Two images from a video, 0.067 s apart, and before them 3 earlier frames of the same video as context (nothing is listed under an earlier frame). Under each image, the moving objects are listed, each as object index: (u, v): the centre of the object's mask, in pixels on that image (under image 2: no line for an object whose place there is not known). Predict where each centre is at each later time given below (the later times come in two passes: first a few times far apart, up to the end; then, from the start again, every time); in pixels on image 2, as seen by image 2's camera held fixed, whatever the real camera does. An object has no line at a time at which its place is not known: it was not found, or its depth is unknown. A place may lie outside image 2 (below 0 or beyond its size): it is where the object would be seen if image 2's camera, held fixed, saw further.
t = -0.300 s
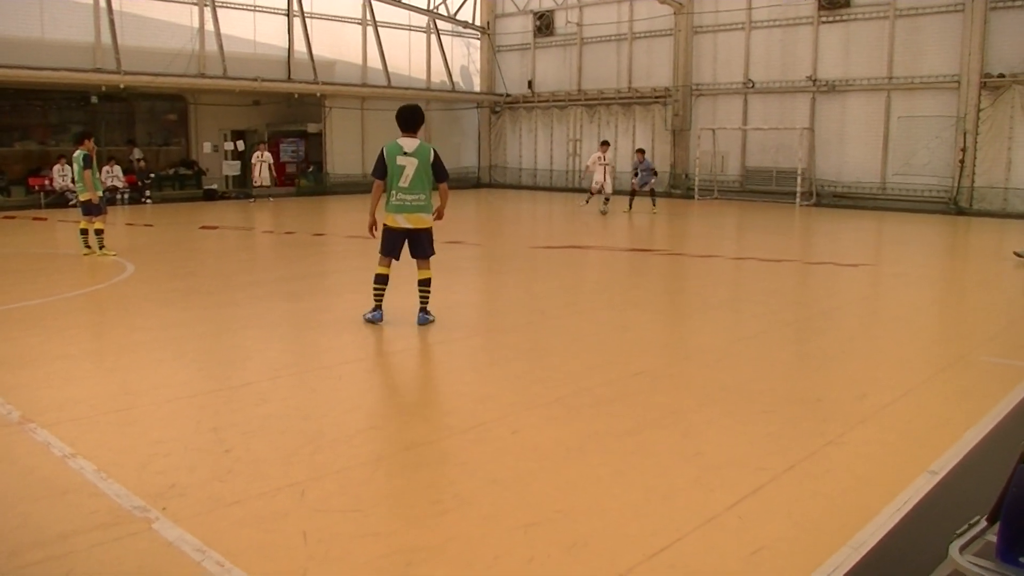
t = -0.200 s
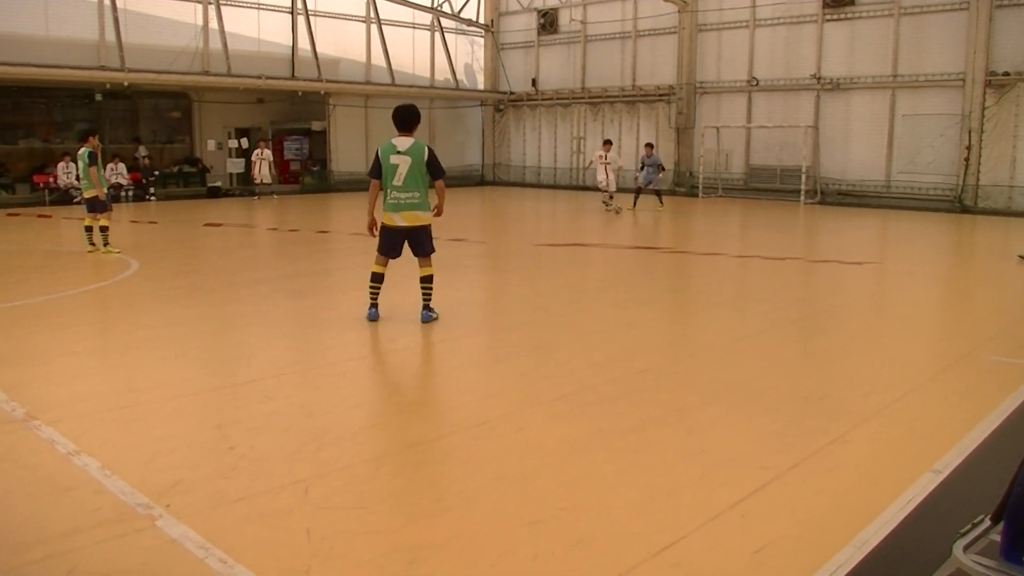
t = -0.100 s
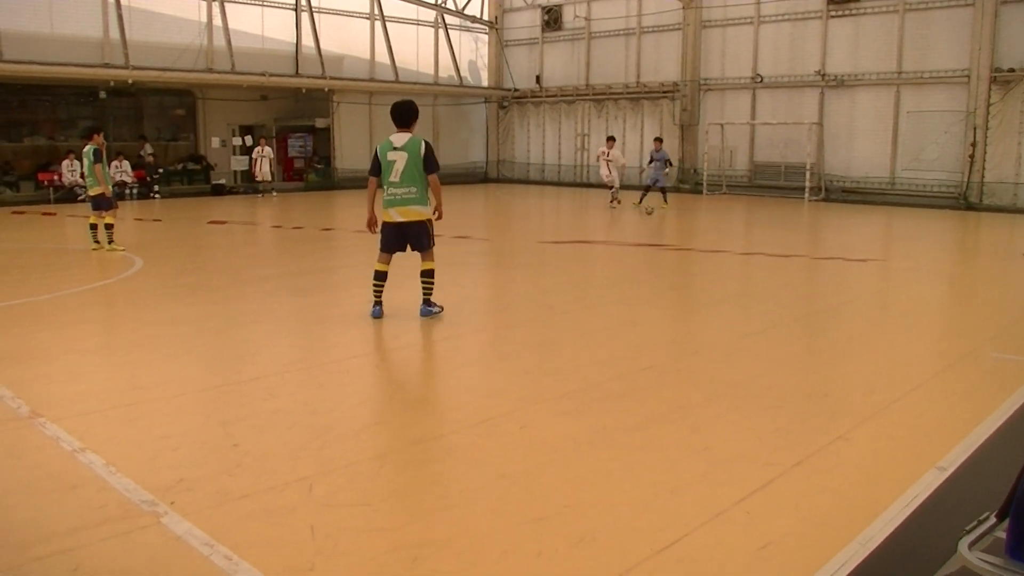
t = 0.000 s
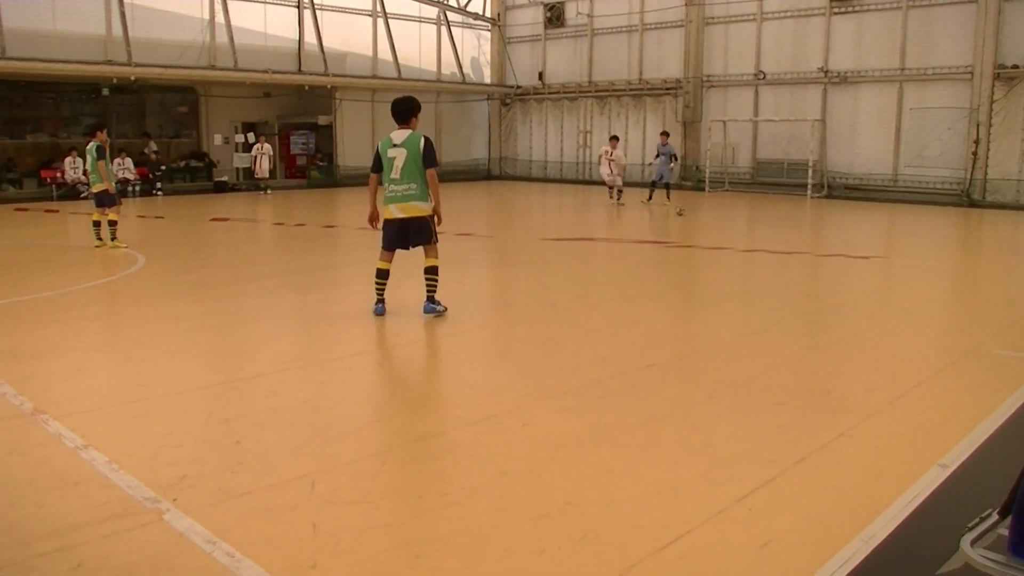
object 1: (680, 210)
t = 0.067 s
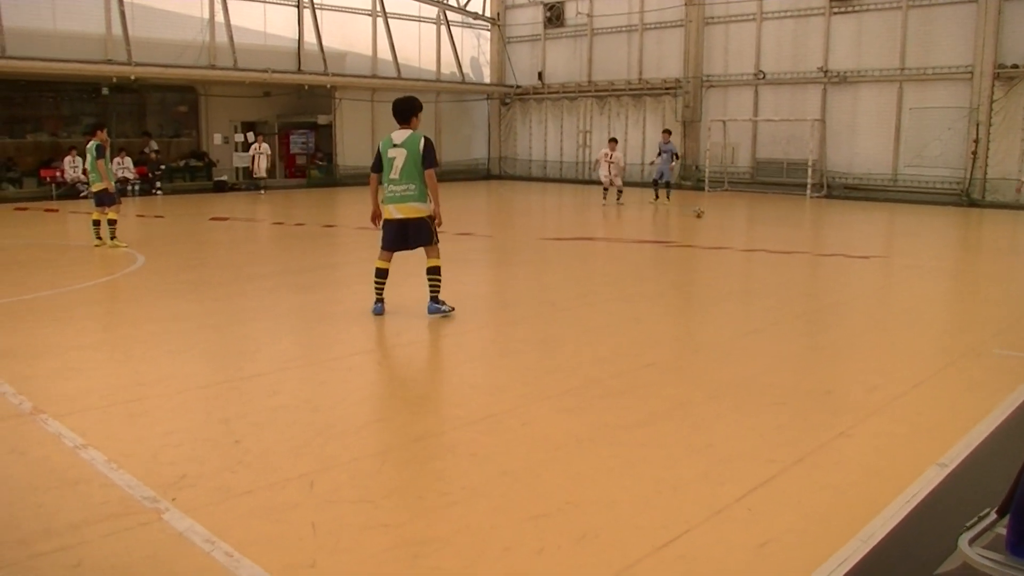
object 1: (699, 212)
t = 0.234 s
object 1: (746, 219)
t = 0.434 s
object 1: (806, 225)
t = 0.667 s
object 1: (880, 235)
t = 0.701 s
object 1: (891, 236)
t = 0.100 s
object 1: (708, 212)
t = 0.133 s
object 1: (718, 214)
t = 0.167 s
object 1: (728, 216)
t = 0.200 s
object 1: (737, 217)
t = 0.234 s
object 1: (746, 219)
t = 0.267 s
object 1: (757, 219)
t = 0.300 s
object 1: (766, 220)
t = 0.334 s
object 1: (777, 222)
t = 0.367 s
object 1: (786, 223)
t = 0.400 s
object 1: (796, 225)
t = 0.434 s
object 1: (806, 225)
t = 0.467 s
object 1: (816, 227)
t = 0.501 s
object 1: (826, 228)
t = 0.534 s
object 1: (836, 229)
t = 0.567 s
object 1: (847, 230)
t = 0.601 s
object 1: (857, 232)
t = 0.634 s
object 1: (869, 233)
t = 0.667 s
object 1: (880, 235)
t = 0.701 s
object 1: (891, 236)
